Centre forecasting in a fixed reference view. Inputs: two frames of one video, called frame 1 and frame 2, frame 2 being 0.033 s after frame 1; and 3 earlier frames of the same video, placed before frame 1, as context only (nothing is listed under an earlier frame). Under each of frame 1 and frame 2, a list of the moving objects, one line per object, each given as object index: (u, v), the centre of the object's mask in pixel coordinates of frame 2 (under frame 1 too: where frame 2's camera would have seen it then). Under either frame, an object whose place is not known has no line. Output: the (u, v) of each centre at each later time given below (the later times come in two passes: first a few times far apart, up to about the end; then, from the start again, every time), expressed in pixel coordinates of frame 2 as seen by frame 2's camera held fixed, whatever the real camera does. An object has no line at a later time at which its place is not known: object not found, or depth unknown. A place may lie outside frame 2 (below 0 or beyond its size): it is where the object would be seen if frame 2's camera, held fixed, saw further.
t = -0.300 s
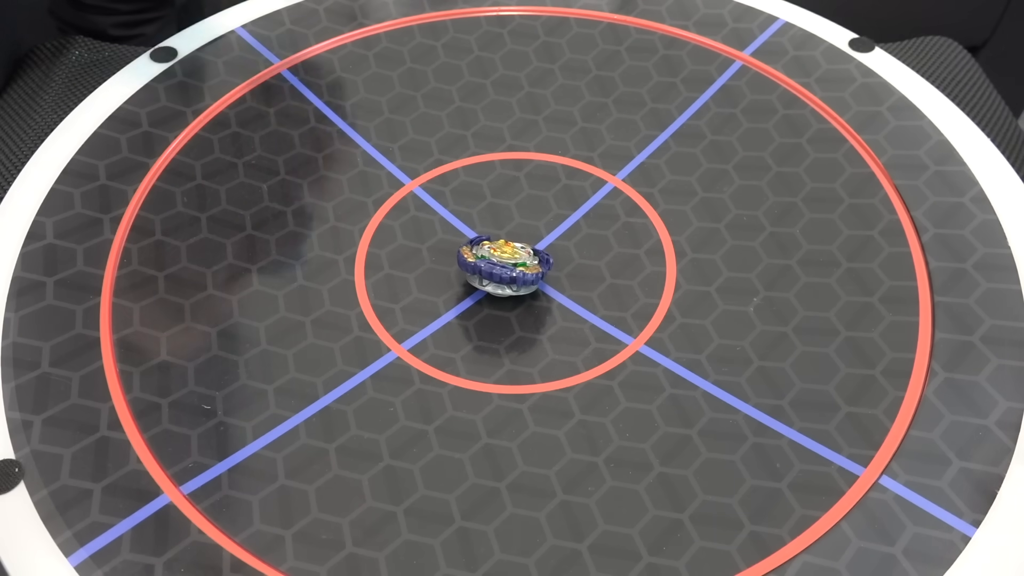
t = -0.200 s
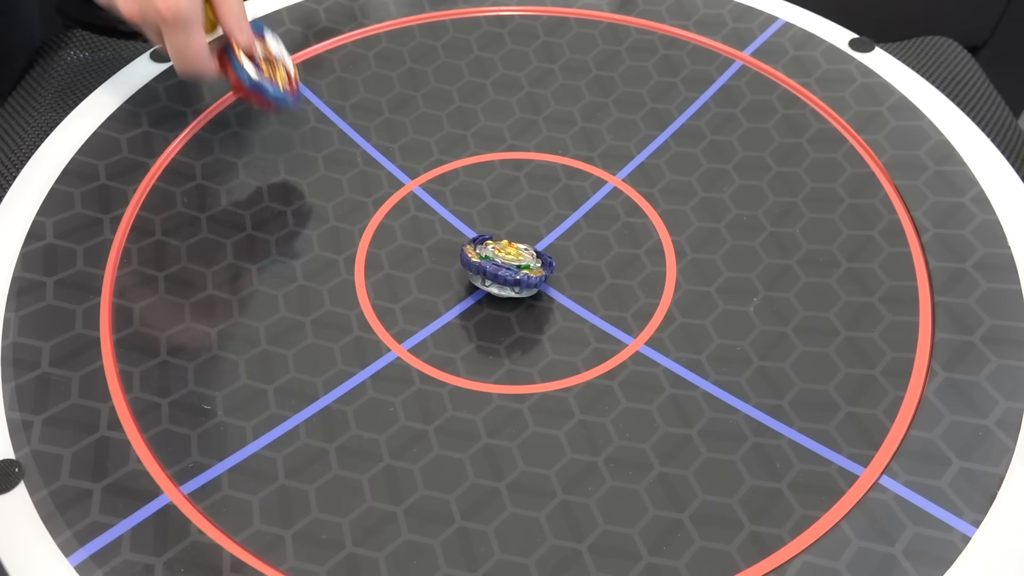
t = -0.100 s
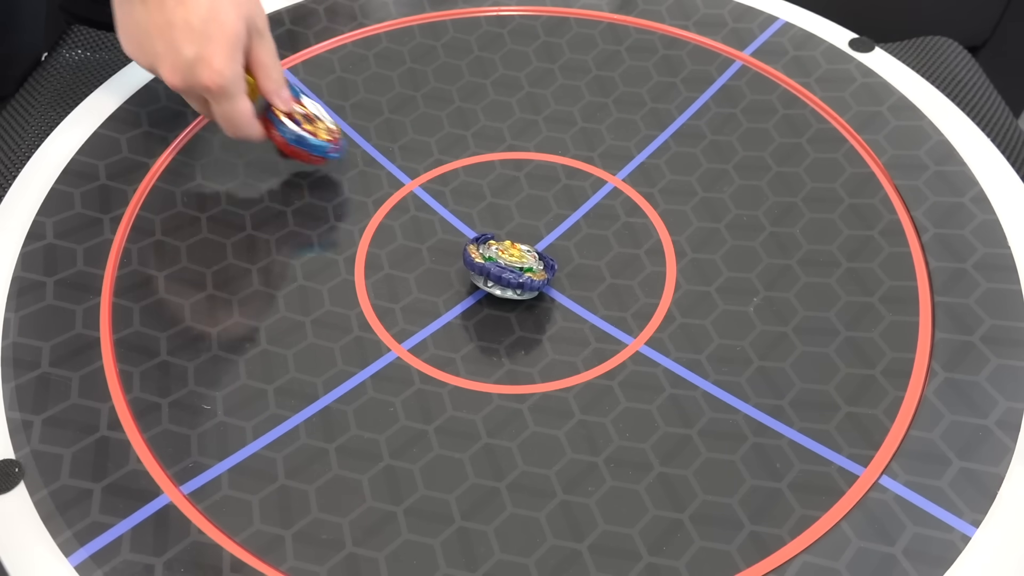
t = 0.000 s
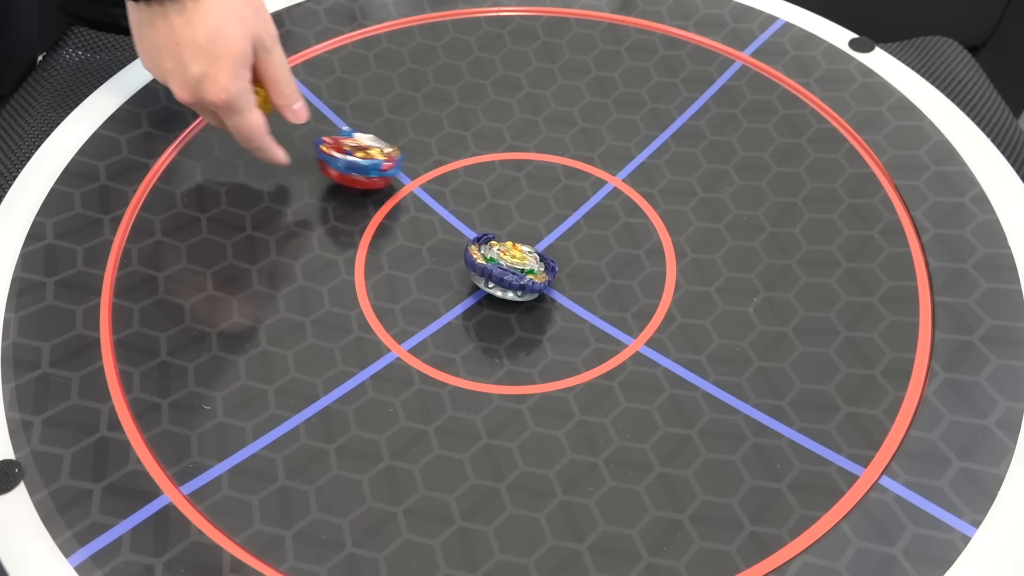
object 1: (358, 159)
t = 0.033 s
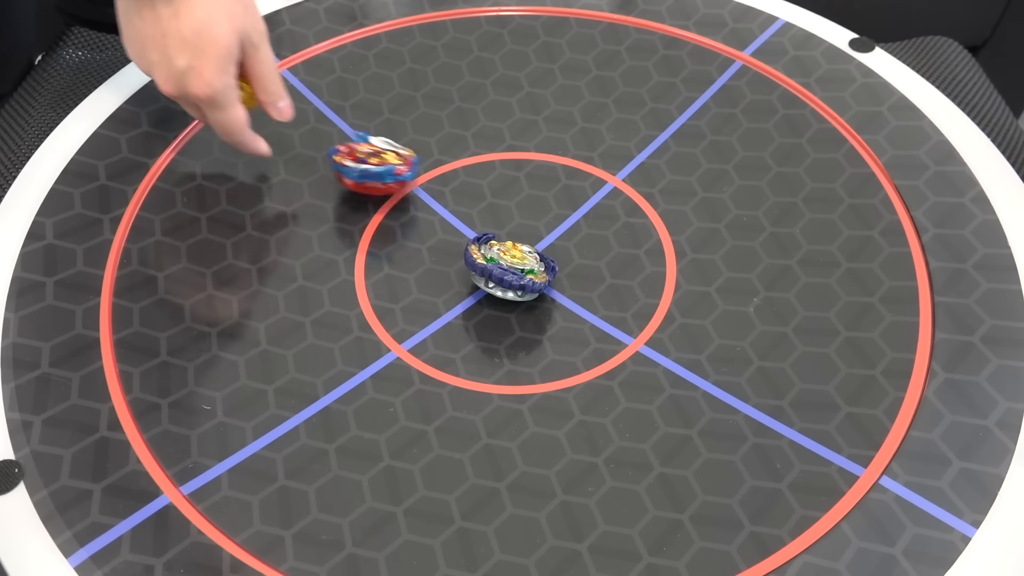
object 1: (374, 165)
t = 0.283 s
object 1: (447, 209)
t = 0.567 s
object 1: (457, 205)
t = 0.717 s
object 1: (457, 205)
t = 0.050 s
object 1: (382, 168)
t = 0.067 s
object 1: (391, 172)
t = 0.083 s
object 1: (399, 175)
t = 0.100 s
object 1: (407, 178)
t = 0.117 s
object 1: (414, 180)
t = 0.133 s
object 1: (421, 182)
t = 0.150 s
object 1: (427, 185)
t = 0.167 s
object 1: (432, 188)
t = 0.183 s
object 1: (437, 192)
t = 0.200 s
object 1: (441, 196)
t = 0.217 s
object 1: (444, 200)
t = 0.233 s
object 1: (445, 203)
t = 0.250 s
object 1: (447, 205)
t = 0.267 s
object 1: (447, 207)
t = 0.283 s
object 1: (447, 209)
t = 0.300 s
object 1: (446, 211)
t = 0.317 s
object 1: (446, 211)
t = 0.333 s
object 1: (446, 211)
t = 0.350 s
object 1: (446, 211)
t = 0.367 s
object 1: (447, 211)
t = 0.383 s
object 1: (448, 211)
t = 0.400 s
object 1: (449, 210)
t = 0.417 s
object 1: (450, 210)
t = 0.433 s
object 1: (452, 209)
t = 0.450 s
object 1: (453, 208)
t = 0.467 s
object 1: (454, 208)
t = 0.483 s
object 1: (455, 207)
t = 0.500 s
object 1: (455, 207)
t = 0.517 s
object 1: (456, 206)
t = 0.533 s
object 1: (456, 206)
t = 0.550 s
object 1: (457, 206)
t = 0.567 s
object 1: (457, 205)
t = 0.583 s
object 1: (457, 205)
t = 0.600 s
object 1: (457, 205)
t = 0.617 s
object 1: (457, 205)
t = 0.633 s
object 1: (457, 205)
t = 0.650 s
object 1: (457, 205)
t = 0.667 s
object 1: (457, 205)
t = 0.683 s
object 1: (457, 205)
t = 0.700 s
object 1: (457, 205)
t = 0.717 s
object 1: (457, 205)
